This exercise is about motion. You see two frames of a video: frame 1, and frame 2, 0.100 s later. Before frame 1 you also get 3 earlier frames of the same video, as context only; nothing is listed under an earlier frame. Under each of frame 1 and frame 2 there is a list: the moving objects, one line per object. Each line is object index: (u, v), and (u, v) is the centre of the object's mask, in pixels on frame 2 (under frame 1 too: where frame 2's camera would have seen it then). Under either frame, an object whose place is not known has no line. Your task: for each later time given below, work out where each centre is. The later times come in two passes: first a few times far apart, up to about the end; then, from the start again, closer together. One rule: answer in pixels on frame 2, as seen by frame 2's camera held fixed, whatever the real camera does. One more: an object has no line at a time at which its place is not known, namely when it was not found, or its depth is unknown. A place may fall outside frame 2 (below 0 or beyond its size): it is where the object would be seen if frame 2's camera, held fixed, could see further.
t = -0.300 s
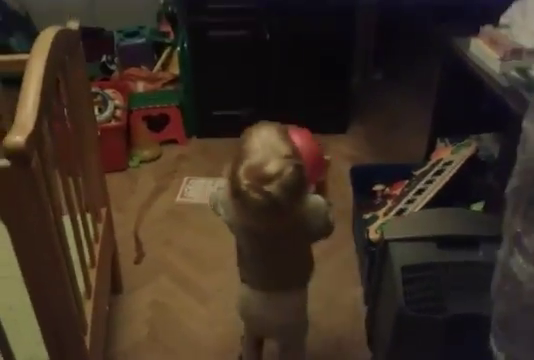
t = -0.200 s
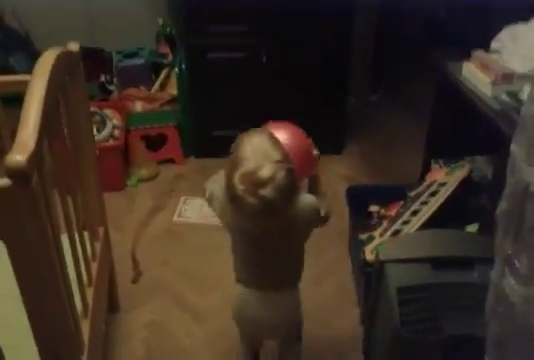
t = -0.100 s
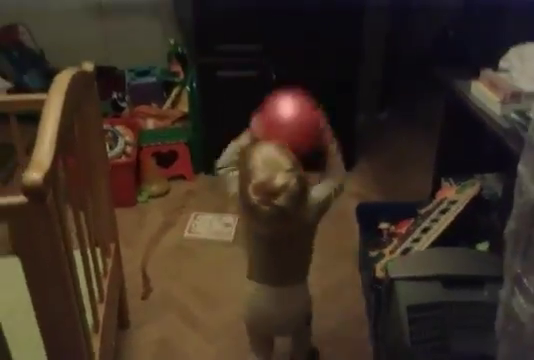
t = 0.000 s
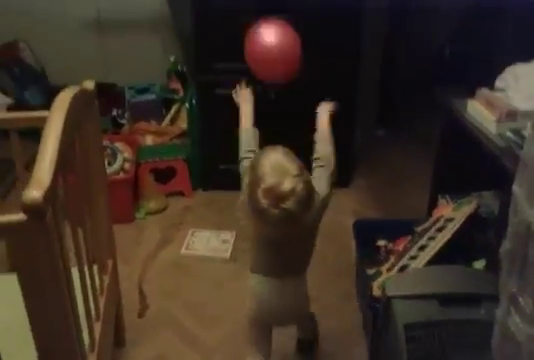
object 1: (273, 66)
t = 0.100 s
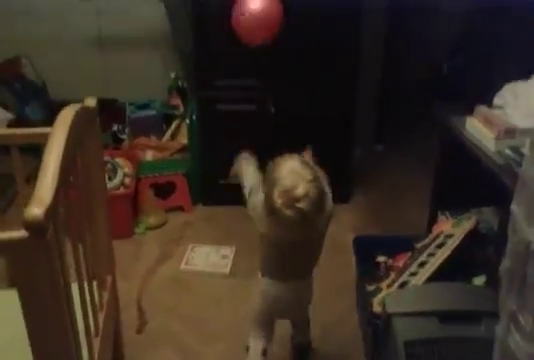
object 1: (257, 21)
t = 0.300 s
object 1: (231, 16)
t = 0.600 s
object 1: (213, 169)
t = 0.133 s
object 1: (253, 13)
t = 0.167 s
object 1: (249, 7)
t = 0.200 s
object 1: (244, 4)
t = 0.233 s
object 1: (240, 6)
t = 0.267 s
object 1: (236, 10)
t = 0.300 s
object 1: (231, 16)
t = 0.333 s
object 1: (226, 25)
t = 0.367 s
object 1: (223, 35)
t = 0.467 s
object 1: (217, 77)
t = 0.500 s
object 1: (217, 96)
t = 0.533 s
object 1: (216, 121)
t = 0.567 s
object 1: (215, 144)
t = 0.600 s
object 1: (213, 169)
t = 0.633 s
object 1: (213, 193)
